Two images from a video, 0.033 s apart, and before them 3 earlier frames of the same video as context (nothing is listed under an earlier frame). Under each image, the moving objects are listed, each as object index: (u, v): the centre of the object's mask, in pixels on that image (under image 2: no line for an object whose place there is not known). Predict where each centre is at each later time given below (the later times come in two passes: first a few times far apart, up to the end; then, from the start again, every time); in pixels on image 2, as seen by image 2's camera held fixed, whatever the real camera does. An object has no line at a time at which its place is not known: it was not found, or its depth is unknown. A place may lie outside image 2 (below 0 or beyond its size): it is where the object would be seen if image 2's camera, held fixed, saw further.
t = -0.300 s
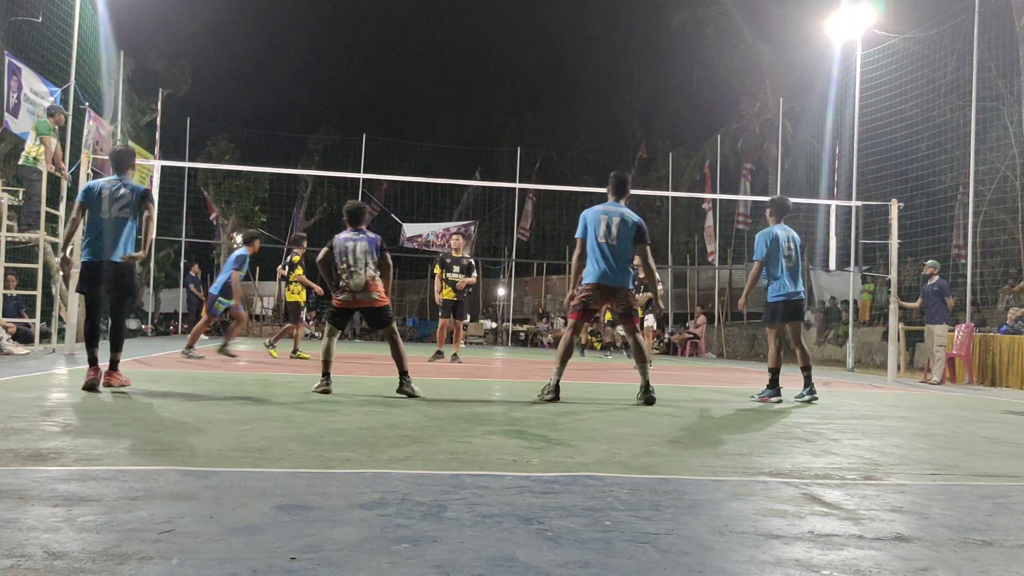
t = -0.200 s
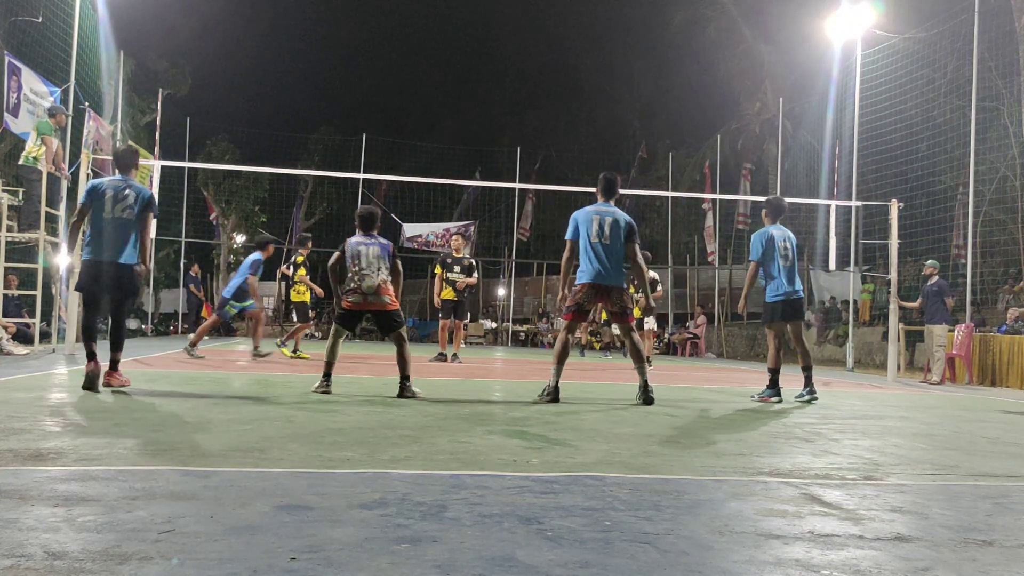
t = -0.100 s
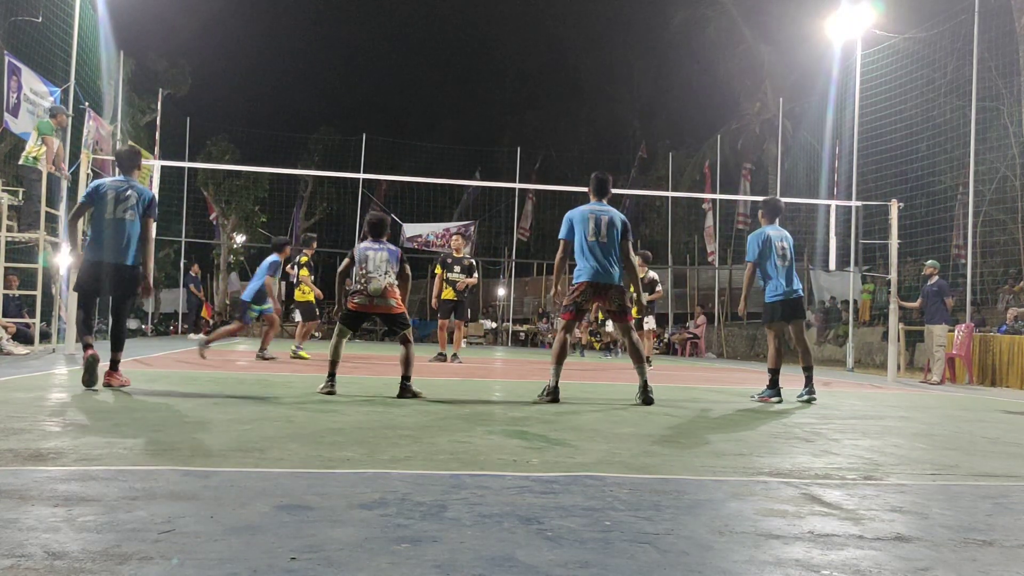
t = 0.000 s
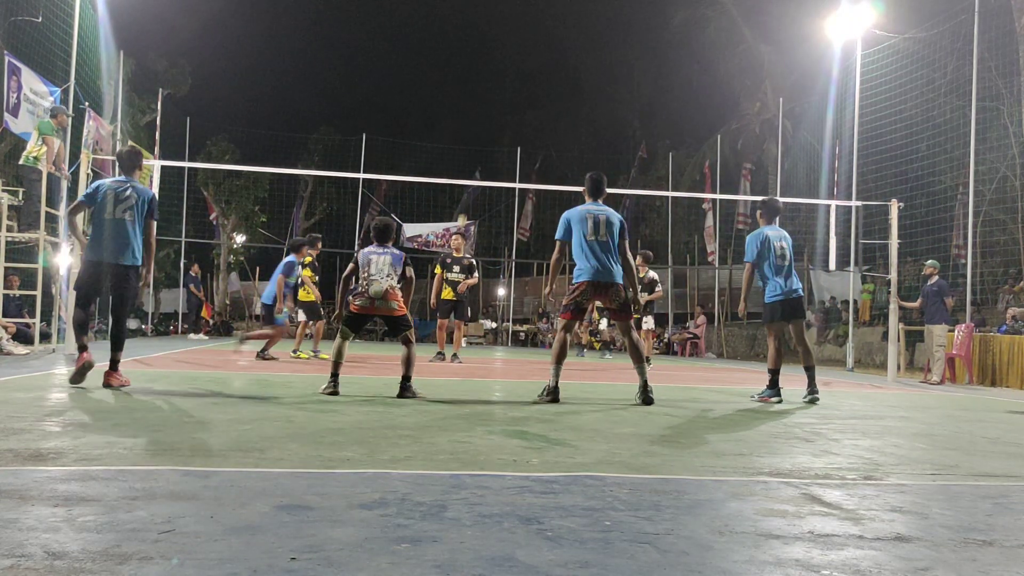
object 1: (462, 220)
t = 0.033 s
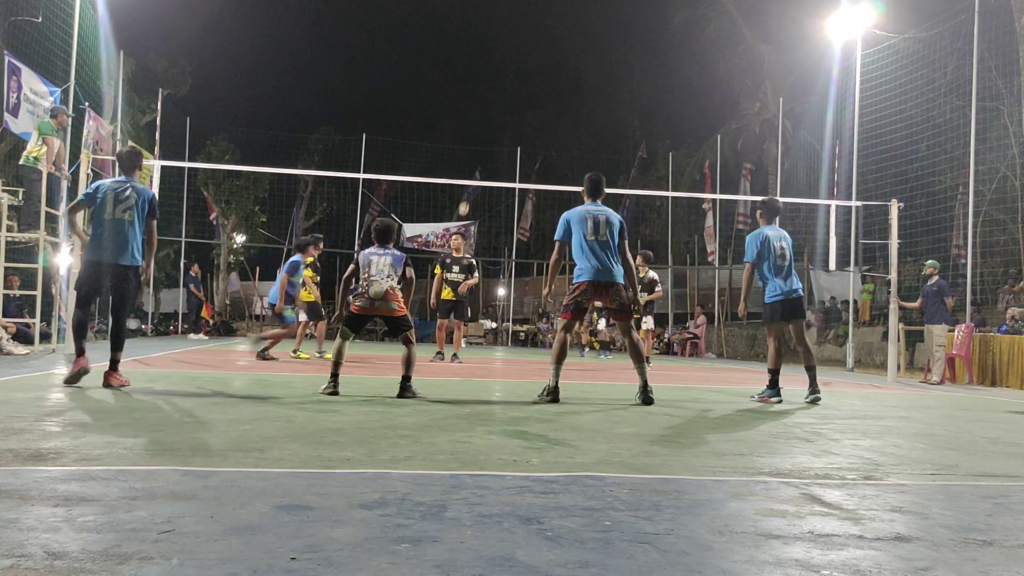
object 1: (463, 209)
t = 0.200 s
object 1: (473, 151)
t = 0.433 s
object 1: (486, 85)
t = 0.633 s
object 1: (496, 43)
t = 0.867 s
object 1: (509, 17)
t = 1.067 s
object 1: (519, 22)
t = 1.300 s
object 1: (529, 74)
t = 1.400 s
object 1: (534, 116)
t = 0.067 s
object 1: (466, 197)
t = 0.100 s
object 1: (467, 186)
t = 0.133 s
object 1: (470, 173)
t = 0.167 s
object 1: (471, 162)
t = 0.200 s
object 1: (473, 151)
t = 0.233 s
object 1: (475, 140)
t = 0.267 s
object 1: (477, 130)
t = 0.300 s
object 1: (478, 121)
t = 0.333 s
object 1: (480, 111)
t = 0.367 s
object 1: (482, 102)
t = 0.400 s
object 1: (484, 93)
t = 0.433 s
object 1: (486, 85)
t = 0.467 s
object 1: (488, 76)
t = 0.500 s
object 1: (489, 69)
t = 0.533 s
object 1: (491, 62)
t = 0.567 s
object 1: (493, 55)
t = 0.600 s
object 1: (495, 49)
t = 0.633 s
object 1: (496, 43)
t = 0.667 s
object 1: (499, 38)
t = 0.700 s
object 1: (501, 33)
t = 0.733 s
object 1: (502, 29)
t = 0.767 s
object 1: (504, 25)
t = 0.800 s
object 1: (506, 21)
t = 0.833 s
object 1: (508, 19)
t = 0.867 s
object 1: (509, 17)
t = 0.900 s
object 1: (511, 16)
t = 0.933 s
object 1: (512, 15)
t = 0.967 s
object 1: (514, 16)
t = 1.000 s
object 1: (516, 17)
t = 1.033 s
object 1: (517, 19)
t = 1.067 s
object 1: (519, 22)
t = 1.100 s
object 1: (520, 26)
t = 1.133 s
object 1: (522, 31)
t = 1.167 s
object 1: (523, 38)
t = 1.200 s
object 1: (525, 45)
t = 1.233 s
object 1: (526, 53)
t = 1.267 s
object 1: (528, 63)
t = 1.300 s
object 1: (529, 74)
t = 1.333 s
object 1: (531, 86)
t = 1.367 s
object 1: (532, 101)
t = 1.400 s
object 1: (534, 116)
